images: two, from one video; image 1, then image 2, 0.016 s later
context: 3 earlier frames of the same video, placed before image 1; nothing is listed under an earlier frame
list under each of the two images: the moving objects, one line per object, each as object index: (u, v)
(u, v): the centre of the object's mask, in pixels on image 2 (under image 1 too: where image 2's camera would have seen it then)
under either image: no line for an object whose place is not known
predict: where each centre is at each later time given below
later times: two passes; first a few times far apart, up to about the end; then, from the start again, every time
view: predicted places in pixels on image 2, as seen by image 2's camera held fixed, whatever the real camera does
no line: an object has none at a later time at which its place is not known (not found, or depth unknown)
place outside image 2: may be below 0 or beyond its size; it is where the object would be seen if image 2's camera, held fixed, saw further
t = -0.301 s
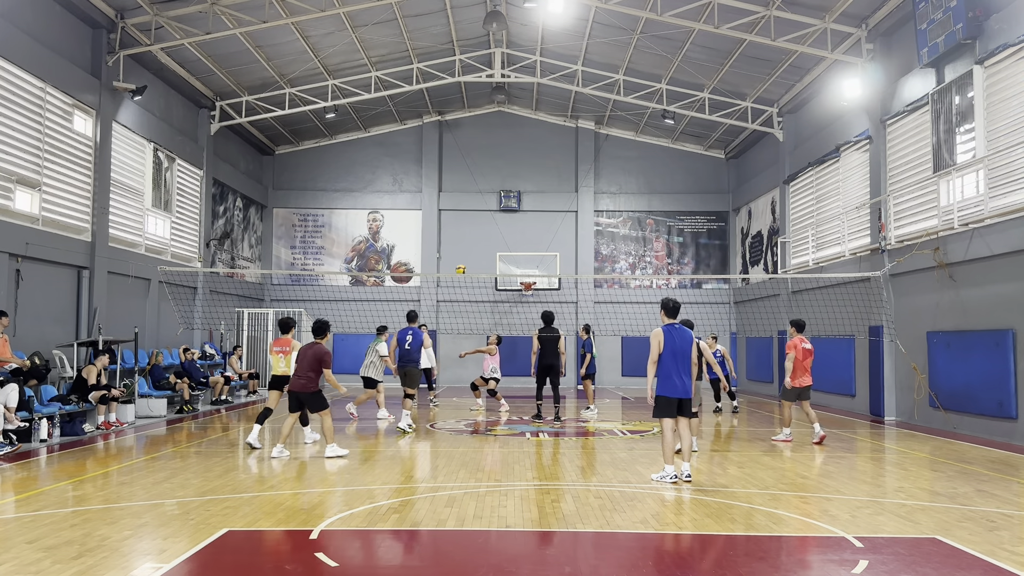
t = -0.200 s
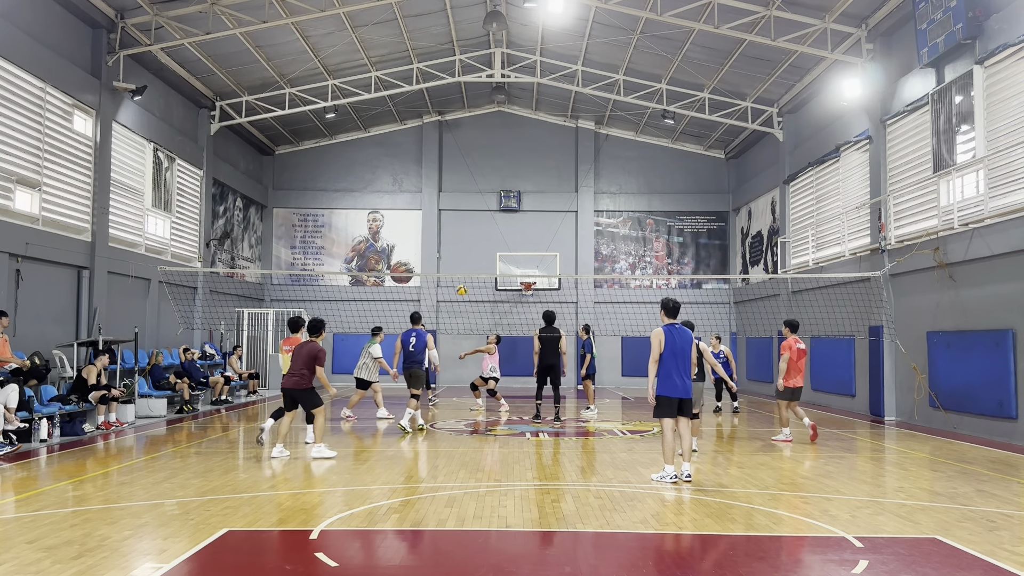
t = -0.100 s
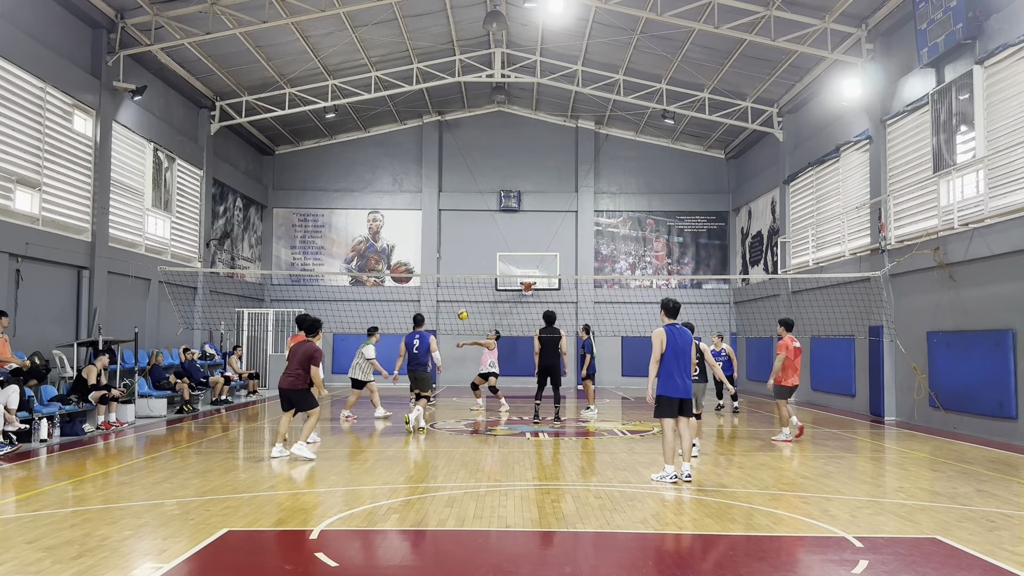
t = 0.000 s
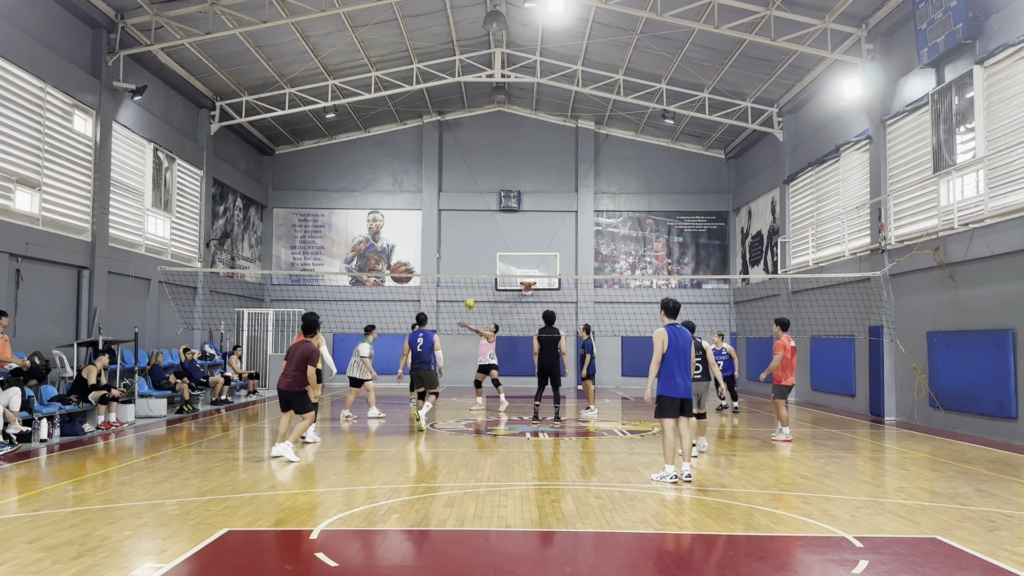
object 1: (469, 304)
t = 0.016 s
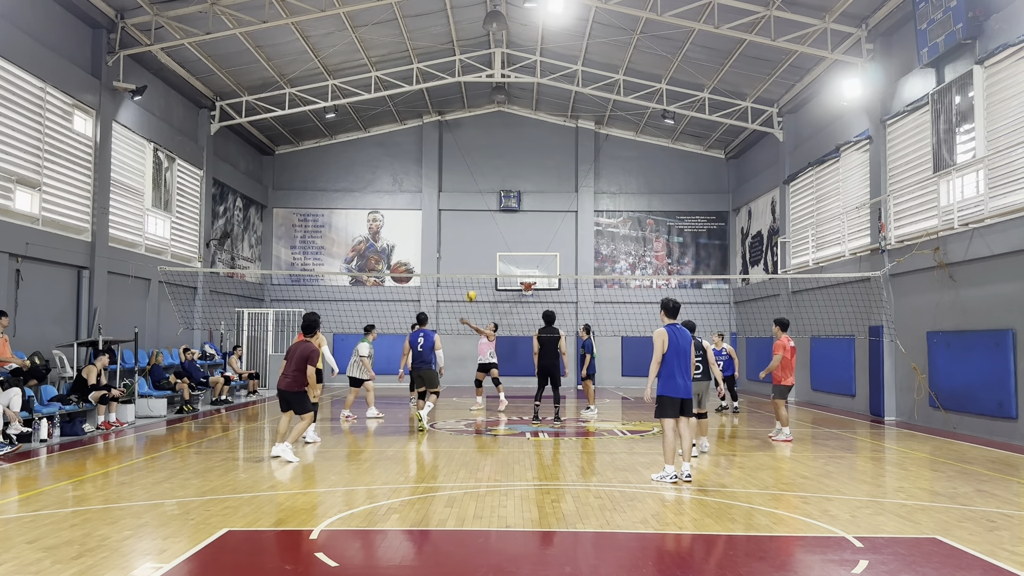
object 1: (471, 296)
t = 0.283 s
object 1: (500, 186)
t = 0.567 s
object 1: (531, 114)
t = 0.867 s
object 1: (566, 83)
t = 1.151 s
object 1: (599, 97)
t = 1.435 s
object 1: (632, 155)
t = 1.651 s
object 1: (656, 228)
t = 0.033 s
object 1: (472, 288)
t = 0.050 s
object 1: (474, 281)
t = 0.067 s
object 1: (476, 271)
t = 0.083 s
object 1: (478, 265)
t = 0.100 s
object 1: (480, 258)
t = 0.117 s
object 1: (481, 250)
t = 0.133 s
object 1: (483, 243)
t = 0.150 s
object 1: (485, 236)
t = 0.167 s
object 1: (487, 230)
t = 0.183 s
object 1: (488, 223)
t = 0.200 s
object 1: (490, 217)
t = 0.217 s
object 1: (492, 210)
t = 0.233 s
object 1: (494, 204)
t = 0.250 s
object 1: (496, 198)
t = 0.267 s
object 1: (497, 192)
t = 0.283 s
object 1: (500, 186)
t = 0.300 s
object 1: (501, 181)
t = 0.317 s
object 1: (503, 176)
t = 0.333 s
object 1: (505, 171)
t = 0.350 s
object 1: (507, 166)
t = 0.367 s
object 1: (509, 161)
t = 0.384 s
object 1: (511, 156)
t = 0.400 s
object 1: (513, 152)
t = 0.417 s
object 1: (515, 147)
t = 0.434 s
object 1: (516, 143)
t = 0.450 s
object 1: (518, 139)
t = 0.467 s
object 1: (520, 135)
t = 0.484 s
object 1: (522, 131)
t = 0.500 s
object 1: (524, 127)
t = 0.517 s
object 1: (526, 124)
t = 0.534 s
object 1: (528, 121)
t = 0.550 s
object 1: (530, 117)
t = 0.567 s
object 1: (531, 114)
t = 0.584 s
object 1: (534, 111)
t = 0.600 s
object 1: (535, 109)
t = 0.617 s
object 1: (537, 106)
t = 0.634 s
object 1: (539, 104)
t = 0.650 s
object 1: (541, 101)
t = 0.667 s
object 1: (543, 99)
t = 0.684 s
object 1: (545, 96)
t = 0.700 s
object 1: (547, 95)
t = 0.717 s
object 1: (549, 93)
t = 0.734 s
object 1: (551, 91)
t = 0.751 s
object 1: (553, 89)
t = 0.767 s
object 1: (555, 88)
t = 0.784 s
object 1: (557, 87)
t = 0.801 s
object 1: (558, 86)
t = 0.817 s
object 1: (561, 85)
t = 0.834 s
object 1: (562, 84)
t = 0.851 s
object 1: (565, 83)
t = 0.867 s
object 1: (566, 83)
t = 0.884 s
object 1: (568, 83)
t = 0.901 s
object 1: (570, 82)
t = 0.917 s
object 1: (572, 82)
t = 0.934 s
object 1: (574, 82)
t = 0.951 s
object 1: (576, 83)
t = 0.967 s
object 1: (578, 83)
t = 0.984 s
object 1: (580, 83)
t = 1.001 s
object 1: (582, 84)
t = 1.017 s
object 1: (584, 85)
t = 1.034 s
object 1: (586, 86)
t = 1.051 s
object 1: (588, 87)
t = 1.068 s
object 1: (590, 88)
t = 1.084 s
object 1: (591, 90)
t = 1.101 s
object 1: (594, 91)
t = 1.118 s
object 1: (596, 93)
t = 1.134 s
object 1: (597, 95)
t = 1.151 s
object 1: (599, 97)
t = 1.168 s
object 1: (601, 99)
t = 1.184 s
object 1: (603, 102)
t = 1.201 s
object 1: (605, 104)
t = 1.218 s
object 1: (607, 107)
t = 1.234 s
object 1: (609, 109)
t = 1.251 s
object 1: (611, 112)
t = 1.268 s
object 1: (613, 115)
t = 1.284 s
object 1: (615, 118)
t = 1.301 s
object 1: (617, 122)
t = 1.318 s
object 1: (619, 125)
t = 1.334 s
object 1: (620, 129)
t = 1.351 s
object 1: (622, 133)
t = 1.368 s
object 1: (624, 137)
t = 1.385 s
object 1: (626, 141)
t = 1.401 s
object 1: (628, 146)
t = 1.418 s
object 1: (630, 150)
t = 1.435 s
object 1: (632, 155)
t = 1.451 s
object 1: (634, 159)
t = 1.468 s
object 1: (636, 164)
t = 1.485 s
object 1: (637, 169)
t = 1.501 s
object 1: (640, 174)
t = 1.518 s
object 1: (641, 180)
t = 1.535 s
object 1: (643, 185)
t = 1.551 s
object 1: (645, 191)
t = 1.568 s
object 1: (647, 197)
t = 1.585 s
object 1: (649, 203)
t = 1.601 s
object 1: (650, 209)
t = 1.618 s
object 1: (652, 215)
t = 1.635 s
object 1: (654, 222)
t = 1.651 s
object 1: (656, 228)
